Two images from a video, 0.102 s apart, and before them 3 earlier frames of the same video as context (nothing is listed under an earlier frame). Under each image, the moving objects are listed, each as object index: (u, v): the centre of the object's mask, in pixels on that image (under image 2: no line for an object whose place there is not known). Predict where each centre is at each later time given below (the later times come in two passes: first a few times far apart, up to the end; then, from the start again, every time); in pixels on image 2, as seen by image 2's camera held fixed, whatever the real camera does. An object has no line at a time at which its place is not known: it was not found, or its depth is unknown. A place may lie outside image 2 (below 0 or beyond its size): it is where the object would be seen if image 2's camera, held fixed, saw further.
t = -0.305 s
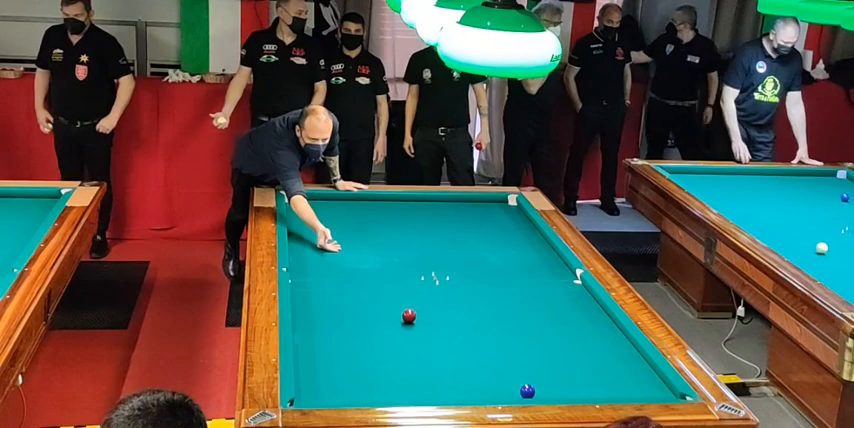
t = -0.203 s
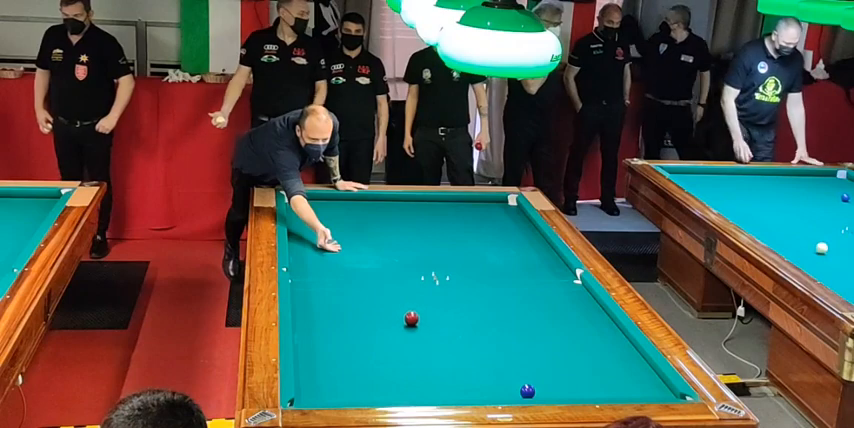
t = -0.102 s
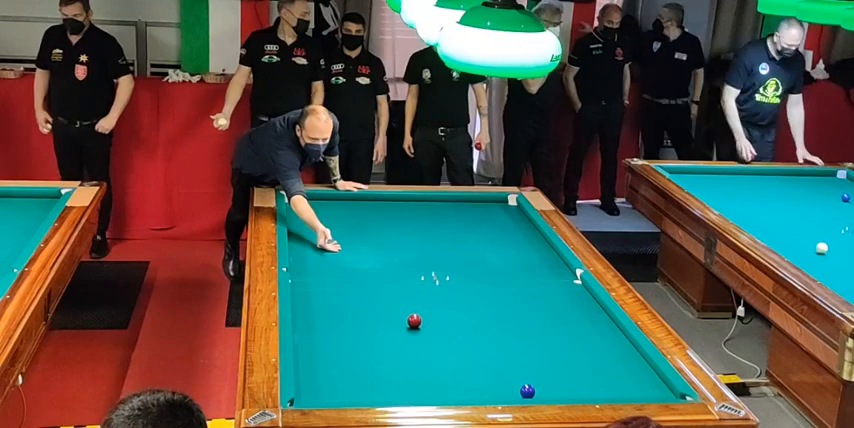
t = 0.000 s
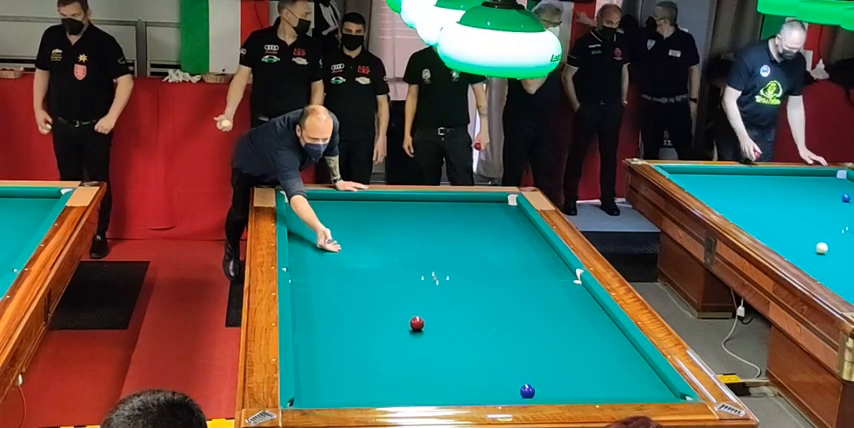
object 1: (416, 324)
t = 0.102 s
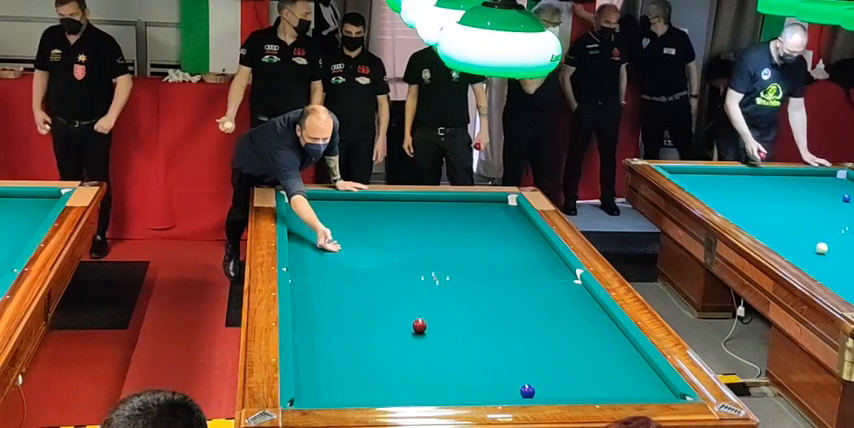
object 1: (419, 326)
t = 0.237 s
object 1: (423, 330)
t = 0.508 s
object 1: (430, 337)
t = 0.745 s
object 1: (436, 342)
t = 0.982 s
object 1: (442, 347)
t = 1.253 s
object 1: (449, 353)
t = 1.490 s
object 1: (454, 358)
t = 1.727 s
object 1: (460, 363)
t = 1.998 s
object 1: (466, 368)
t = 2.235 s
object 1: (471, 373)
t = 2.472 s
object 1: (476, 377)
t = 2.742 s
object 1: (481, 382)
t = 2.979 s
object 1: (485, 386)
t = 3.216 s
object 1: (489, 389)
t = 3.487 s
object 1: (494, 392)
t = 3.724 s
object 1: (497, 393)
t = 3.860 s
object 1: (499, 394)
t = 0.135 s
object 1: (420, 327)
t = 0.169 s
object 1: (421, 328)
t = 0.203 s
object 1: (423, 330)
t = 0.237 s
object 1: (423, 330)
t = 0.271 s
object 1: (424, 331)
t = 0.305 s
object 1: (425, 332)
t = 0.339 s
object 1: (426, 332)
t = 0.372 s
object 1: (427, 334)
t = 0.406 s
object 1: (428, 334)
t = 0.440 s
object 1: (428, 335)
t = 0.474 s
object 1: (429, 336)
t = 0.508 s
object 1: (430, 337)
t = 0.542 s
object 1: (431, 337)
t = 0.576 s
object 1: (432, 338)
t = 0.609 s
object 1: (433, 339)
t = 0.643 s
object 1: (434, 339)
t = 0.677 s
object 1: (435, 341)
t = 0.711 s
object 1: (436, 341)
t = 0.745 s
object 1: (436, 342)
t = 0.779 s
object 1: (437, 343)
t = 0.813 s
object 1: (438, 344)
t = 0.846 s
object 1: (439, 344)
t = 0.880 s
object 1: (440, 345)
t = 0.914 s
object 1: (441, 346)
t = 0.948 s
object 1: (441, 346)
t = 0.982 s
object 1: (442, 347)
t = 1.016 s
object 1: (443, 348)
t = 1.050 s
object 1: (444, 349)
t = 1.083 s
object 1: (445, 349)
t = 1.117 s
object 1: (446, 350)
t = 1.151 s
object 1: (447, 351)
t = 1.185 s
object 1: (447, 352)
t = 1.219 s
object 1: (448, 352)
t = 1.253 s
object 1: (449, 353)
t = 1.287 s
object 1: (450, 354)
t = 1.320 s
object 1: (451, 355)
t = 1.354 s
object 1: (451, 355)
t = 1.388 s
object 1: (452, 356)
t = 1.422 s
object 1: (453, 357)
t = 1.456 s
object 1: (454, 357)
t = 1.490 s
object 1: (454, 358)
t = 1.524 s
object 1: (455, 359)
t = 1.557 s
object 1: (456, 360)
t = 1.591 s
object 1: (457, 360)
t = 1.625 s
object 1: (458, 361)
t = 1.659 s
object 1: (458, 361)
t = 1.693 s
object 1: (459, 362)
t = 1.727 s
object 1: (460, 363)
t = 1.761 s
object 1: (461, 364)
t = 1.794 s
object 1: (461, 364)
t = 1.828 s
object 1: (462, 365)
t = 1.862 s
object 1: (463, 365)
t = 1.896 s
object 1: (463, 366)
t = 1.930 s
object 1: (464, 367)
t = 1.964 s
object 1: (465, 367)
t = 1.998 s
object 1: (466, 368)
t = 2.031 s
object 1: (466, 369)
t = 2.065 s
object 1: (467, 369)
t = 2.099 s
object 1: (468, 370)
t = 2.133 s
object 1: (469, 371)
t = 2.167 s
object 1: (469, 371)
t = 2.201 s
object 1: (470, 372)
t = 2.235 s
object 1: (471, 373)
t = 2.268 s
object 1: (471, 373)
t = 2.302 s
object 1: (472, 374)
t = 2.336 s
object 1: (473, 375)
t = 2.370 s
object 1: (474, 376)
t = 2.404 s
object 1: (475, 376)
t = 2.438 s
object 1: (476, 377)
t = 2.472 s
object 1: (476, 377)
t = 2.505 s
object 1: (477, 378)
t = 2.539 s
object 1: (477, 378)
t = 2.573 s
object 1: (478, 379)
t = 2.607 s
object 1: (479, 380)
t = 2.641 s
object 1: (479, 380)
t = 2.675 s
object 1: (480, 381)
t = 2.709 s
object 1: (481, 382)
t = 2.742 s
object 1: (481, 382)
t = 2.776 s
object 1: (482, 382)
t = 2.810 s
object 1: (483, 383)
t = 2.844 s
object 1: (483, 384)
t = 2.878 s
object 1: (484, 384)
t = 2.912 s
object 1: (484, 385)
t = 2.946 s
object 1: (485, 385)
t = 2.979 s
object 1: (485, 386)
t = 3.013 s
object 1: (486, 386)
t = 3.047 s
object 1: (487, 387)
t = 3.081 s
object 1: (487, 387)
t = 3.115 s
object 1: (488, 388)
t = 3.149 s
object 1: (488, 388)
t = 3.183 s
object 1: (489, 389)
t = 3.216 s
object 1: (489, 389)
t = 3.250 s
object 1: (490, 390)
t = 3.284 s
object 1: (491, 390)
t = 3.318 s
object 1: (491, 390)
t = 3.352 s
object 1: (492, 390)
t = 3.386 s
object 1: (492, 391)
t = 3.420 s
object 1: (493, 391)
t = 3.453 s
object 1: (493, 391)
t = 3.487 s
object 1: (494, 392)
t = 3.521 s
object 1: (494, 392)
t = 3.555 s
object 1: (495, 392)
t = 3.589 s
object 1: (495, 392)
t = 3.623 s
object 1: (496, 393)
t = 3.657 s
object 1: (496, 393)
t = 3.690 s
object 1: (497, 393)
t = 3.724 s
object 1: (497, 393)
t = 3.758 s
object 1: (498, 394)
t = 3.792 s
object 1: (498, 394)
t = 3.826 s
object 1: (499, 394)
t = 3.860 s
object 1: (499, 394)
